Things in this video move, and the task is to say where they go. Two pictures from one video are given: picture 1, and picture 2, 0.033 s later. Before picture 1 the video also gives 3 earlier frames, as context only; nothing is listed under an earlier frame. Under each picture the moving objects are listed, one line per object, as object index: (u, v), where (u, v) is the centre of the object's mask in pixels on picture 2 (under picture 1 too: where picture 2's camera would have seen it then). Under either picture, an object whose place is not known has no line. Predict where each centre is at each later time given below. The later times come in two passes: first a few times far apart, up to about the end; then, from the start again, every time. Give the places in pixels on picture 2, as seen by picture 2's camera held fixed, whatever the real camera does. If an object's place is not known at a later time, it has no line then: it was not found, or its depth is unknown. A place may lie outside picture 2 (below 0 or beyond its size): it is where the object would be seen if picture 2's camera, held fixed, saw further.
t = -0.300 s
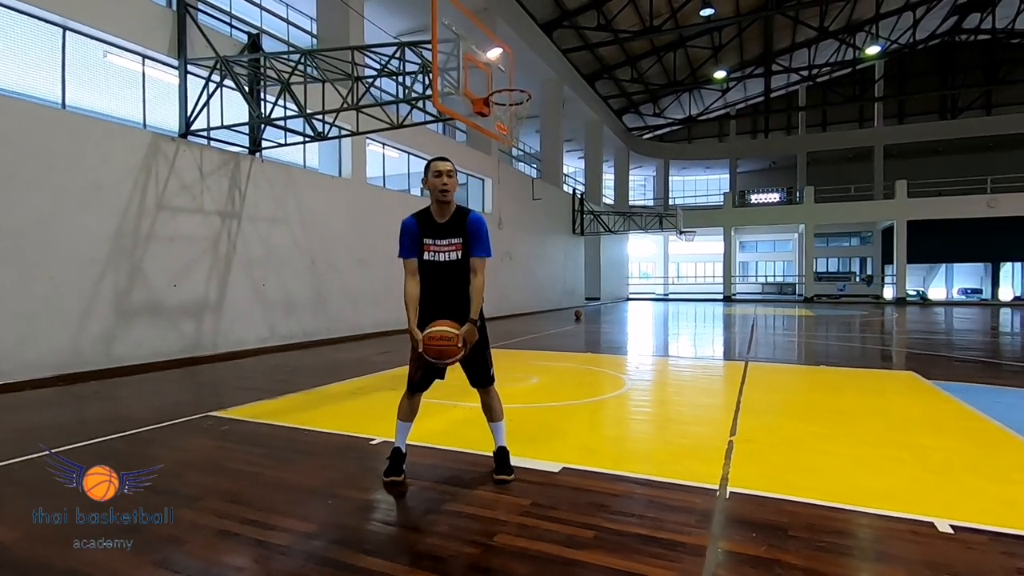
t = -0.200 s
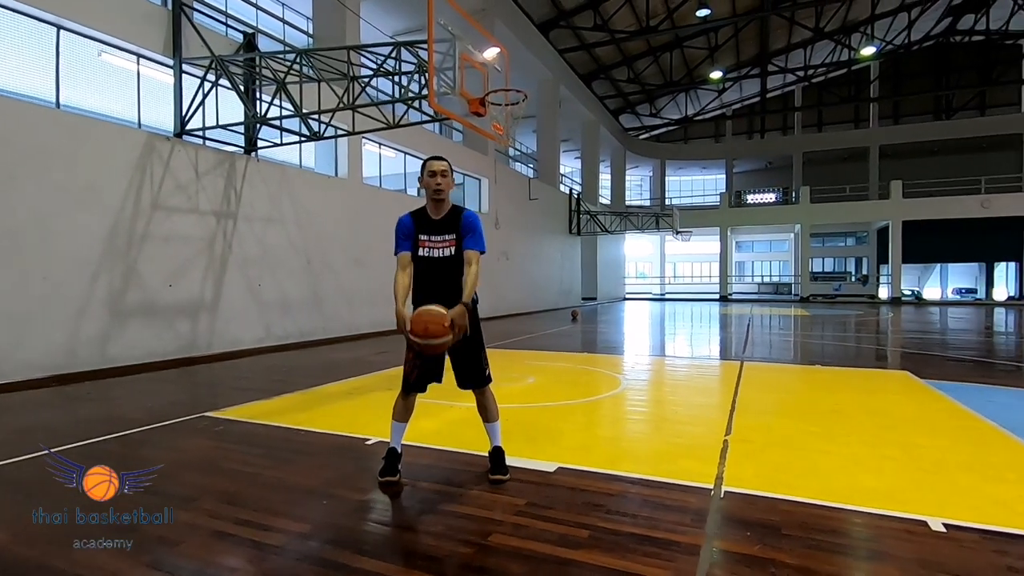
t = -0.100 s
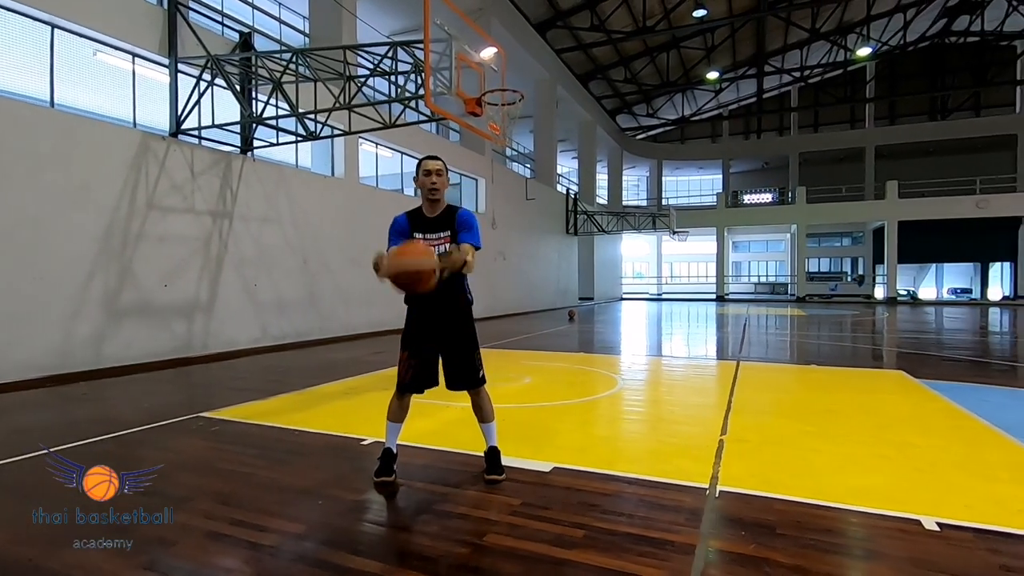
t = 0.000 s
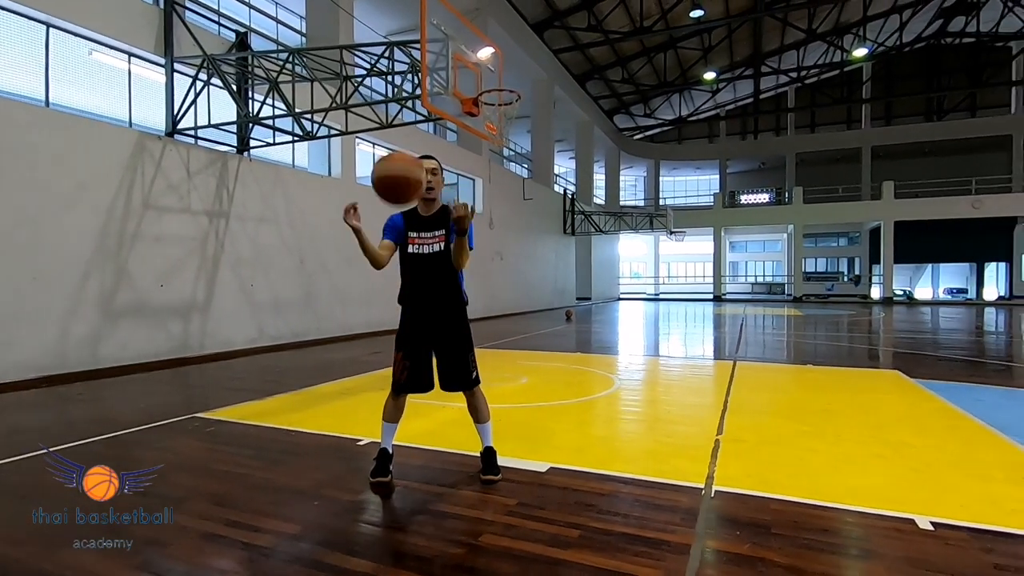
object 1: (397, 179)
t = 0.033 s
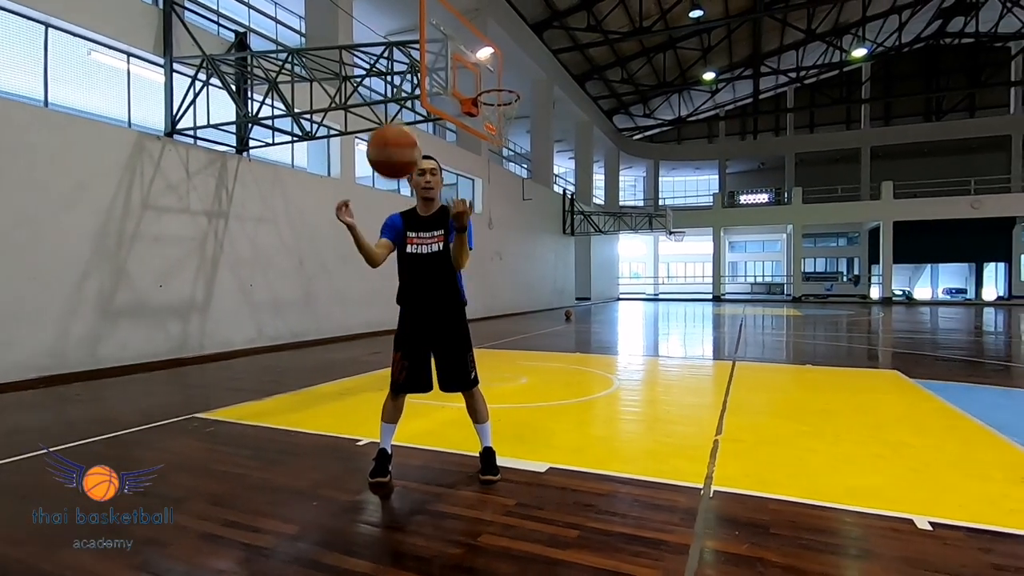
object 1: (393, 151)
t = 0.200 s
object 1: (374, 53)
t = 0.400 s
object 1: (351, 20)
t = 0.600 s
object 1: (325, 77)
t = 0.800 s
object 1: (300, 257)
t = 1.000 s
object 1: (277, 555)
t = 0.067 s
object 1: (389, 127)
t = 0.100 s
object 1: (386, 106)
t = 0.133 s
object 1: (382, 86)
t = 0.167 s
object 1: (378, 69)
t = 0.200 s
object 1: (374, 53)
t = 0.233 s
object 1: (370, 40)
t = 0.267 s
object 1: (367, 30)
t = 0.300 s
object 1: (363, 25)
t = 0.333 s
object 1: (359, 22)
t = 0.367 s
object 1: (355, 20)
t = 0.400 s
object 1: (351, 20)
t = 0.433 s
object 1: (347, 21)
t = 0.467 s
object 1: (343, 25)
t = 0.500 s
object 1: (338, 33)
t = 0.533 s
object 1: (334, 44)
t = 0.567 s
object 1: (330, 59)
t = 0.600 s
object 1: (325, 77)
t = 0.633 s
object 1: (321, 98)
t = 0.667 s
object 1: (317, 123)
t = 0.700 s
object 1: (313, 152)
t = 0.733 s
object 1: (308, 184)
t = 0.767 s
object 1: (303, 219)
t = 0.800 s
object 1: (300, 257)
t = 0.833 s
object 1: (296, 299)
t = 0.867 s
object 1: (292, 348)
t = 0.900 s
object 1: (288, 397)
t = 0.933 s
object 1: (282, 458)
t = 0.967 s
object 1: (278, 515)
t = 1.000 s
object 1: (277, 555)
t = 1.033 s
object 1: (278, 523)
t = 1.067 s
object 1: (282, 475)
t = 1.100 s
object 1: (287, 434)
